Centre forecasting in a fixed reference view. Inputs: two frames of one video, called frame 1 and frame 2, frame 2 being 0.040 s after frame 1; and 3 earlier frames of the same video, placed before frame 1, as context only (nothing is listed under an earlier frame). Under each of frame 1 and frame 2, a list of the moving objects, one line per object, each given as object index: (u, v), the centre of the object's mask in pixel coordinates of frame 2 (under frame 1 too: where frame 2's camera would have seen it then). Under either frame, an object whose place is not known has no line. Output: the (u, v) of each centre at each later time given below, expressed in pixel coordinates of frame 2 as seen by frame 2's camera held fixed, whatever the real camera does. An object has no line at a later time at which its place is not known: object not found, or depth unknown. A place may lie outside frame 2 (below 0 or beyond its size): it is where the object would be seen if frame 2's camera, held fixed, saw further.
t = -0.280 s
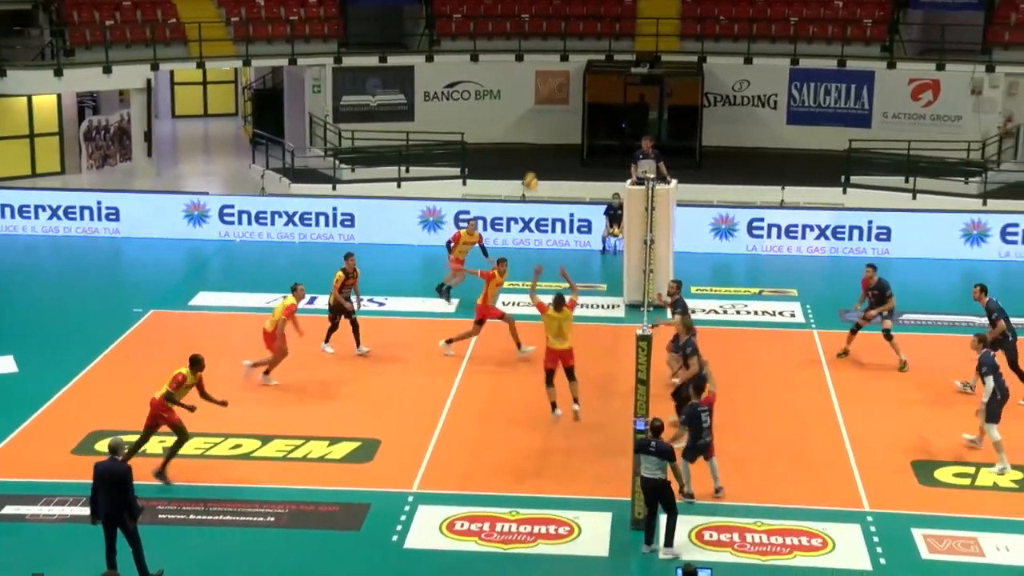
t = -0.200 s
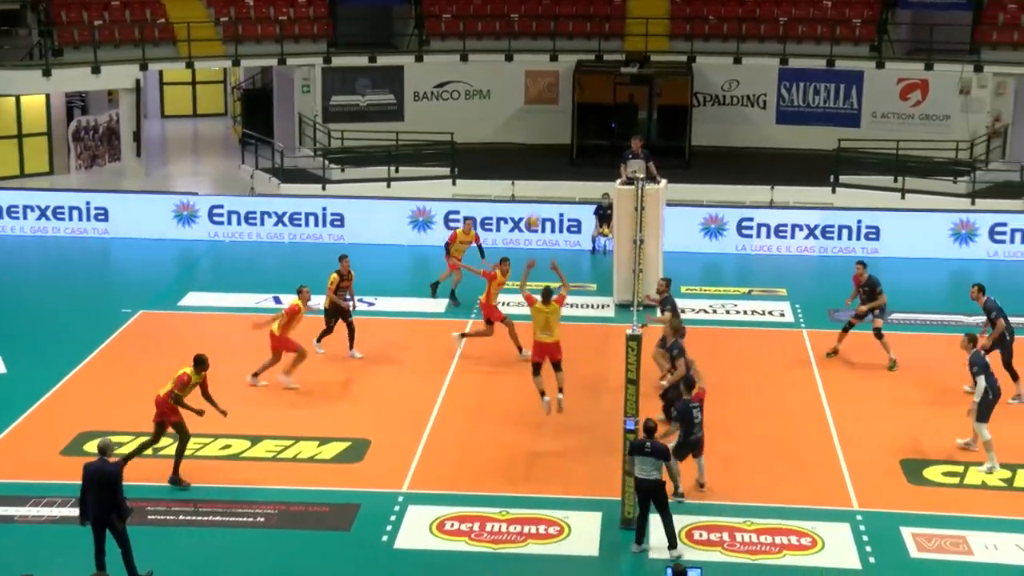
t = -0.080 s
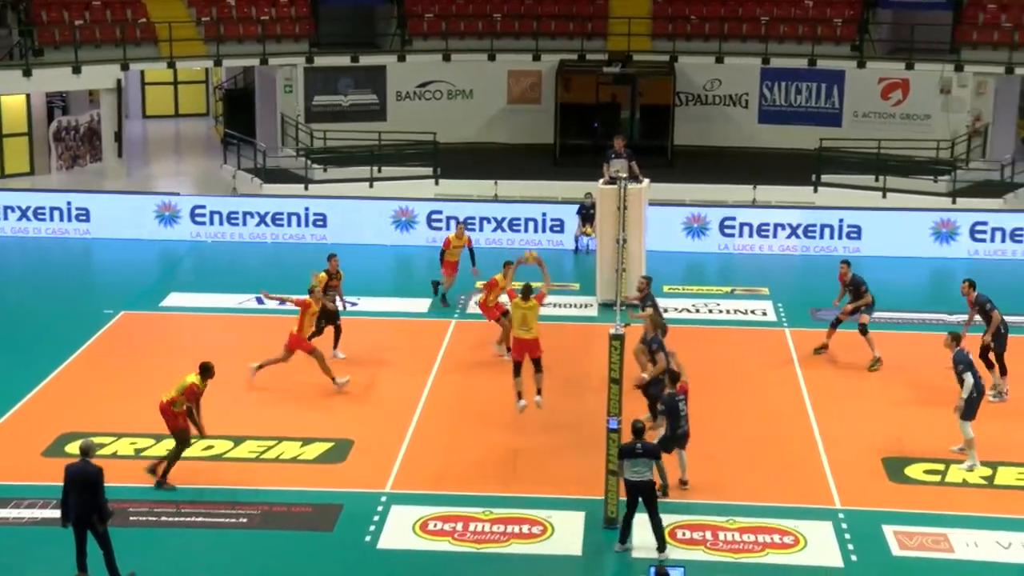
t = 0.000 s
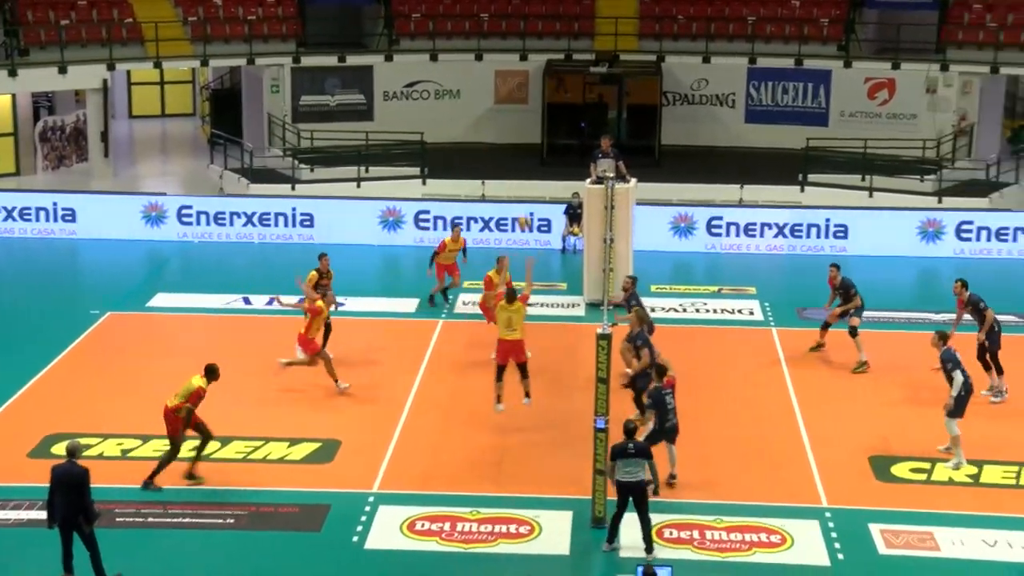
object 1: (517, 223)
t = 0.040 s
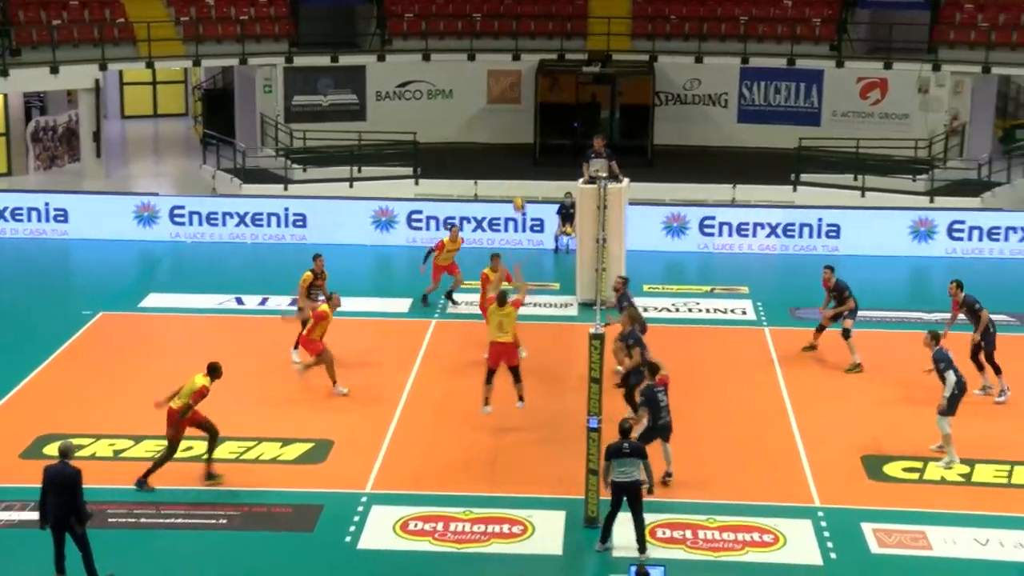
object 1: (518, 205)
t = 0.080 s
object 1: (521, 192)
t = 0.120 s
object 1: (525, 177)
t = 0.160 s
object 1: (528, 167)
